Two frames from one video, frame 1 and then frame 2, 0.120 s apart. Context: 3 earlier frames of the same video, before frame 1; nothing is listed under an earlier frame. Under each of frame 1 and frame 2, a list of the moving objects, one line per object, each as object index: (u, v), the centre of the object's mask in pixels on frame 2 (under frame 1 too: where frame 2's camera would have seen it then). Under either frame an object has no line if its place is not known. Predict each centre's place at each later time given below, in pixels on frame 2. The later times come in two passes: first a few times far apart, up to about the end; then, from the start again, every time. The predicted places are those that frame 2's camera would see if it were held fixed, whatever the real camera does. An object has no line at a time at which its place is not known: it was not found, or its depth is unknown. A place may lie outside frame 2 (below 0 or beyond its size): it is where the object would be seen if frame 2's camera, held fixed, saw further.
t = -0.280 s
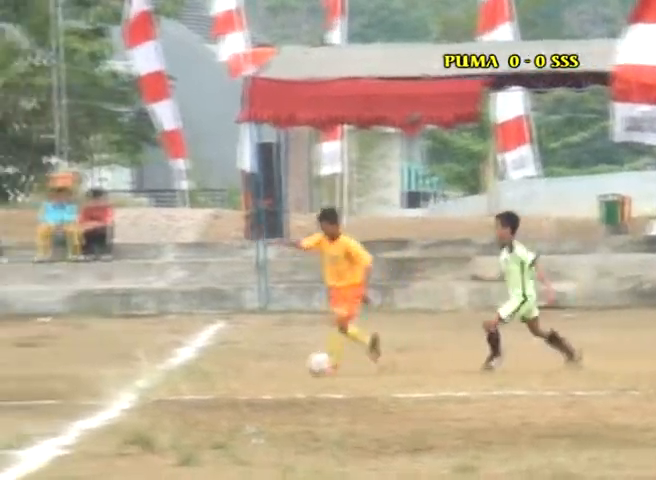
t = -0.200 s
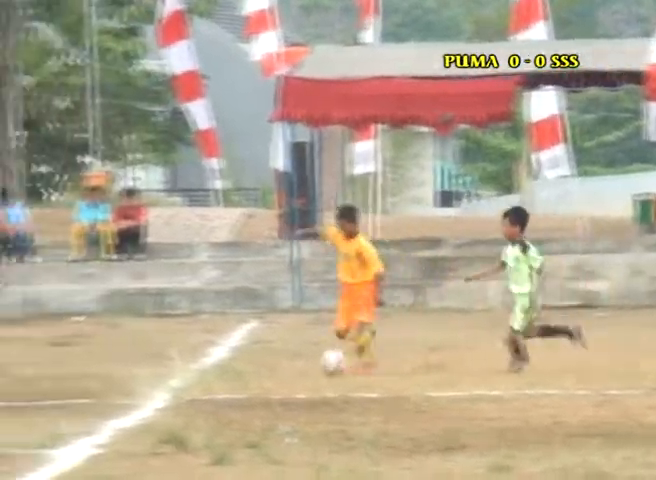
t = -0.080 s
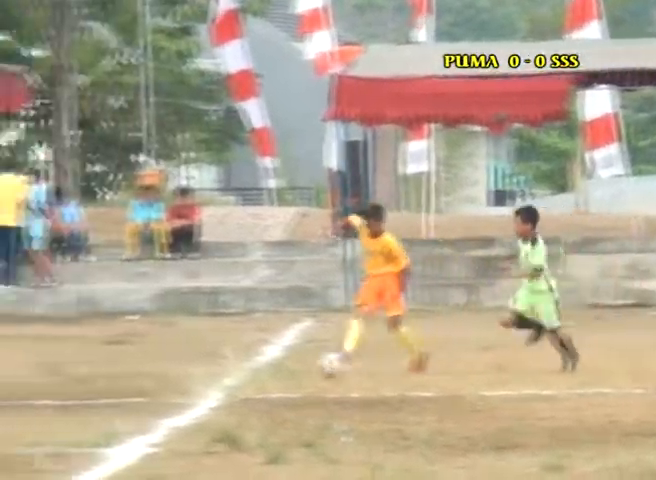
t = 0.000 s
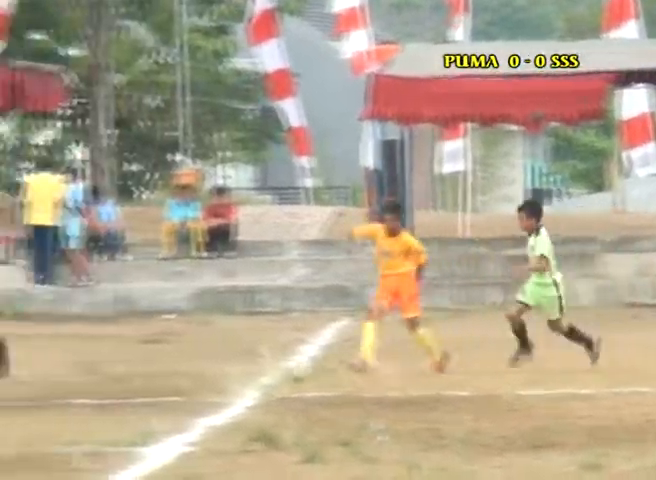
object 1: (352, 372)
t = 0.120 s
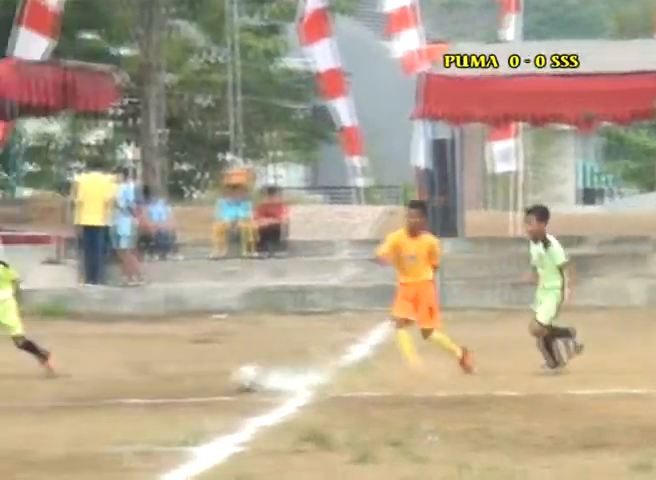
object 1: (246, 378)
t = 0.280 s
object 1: (124, 385)
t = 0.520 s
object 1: (-43, 405)
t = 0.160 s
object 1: (215, 381)
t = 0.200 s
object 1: (184, 383)
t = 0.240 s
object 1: (151, 388)
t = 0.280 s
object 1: (124, 385)
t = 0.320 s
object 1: (95, 382)
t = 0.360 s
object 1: (68, 382)
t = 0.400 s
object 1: (41, 384)
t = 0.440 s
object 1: (13, 390)
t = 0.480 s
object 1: (-16, 399)
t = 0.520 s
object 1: (-43, 405)
